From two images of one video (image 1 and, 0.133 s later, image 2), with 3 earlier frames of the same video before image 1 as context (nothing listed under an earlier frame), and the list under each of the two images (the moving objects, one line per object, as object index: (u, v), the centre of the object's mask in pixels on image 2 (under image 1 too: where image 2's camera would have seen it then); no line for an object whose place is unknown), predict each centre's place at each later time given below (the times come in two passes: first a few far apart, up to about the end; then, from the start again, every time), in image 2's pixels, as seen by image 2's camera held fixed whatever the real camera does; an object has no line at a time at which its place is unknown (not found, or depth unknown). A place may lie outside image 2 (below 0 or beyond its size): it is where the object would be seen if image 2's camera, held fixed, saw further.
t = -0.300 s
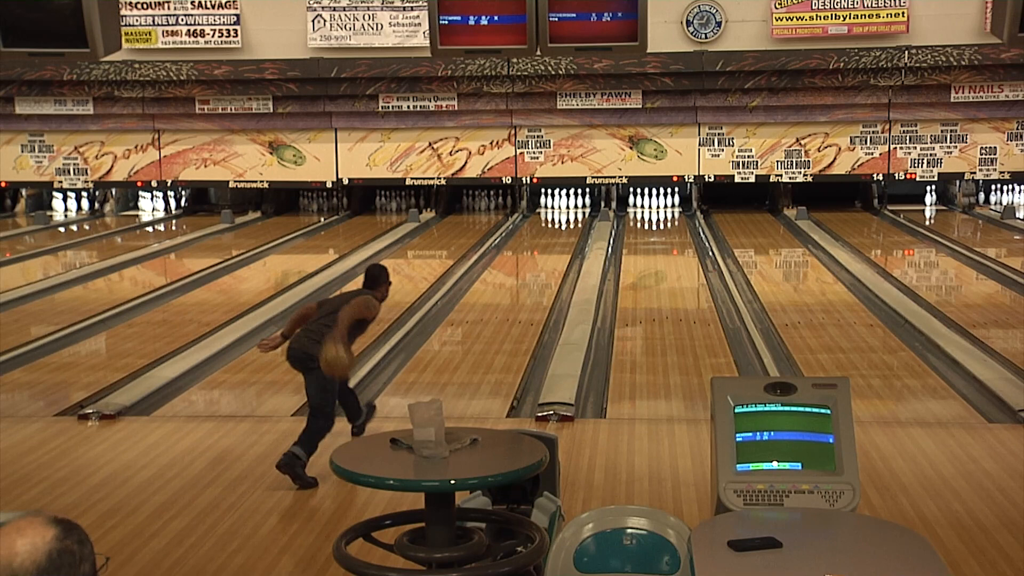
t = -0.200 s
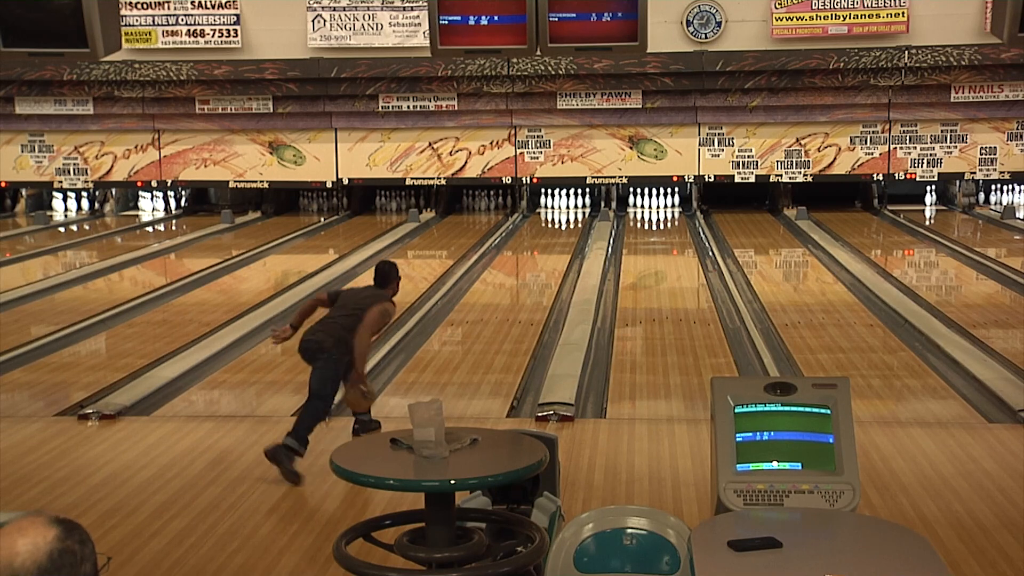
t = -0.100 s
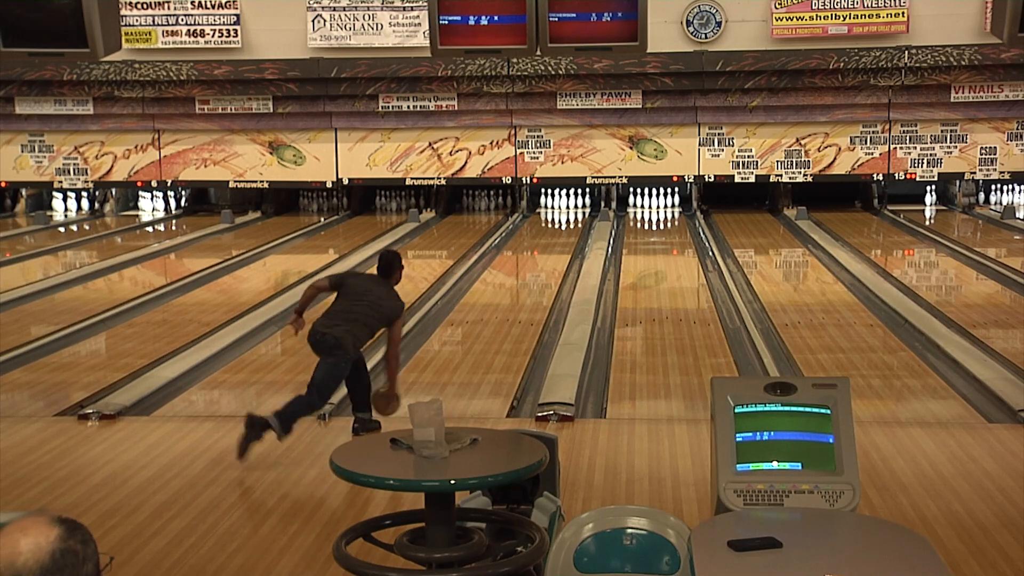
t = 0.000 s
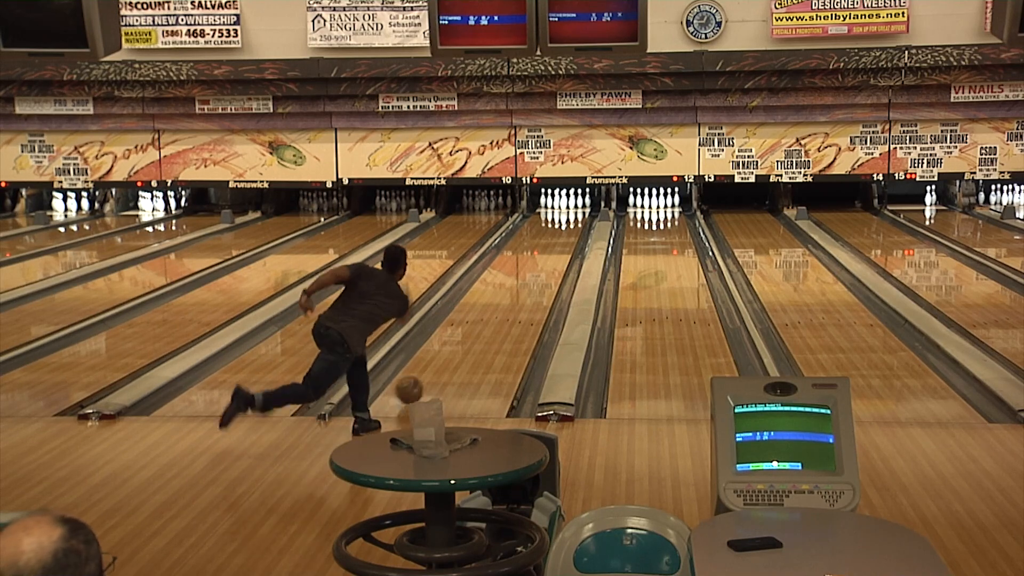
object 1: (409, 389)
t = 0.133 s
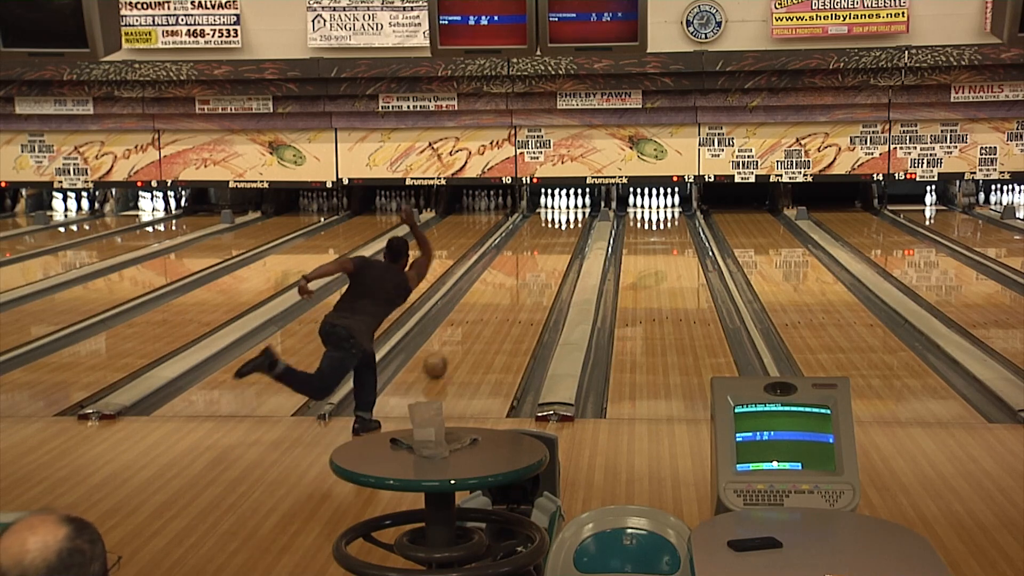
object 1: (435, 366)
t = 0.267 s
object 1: (456, 344)
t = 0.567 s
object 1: (493, 306)
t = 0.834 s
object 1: (517, 280)
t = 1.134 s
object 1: (537, 258)
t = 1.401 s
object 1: (550, 242)
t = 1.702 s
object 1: (559, 228)
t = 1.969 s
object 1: (561, 218)
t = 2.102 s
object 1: (559, 213)
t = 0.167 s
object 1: (441, 360)
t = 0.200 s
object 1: (446, 354)
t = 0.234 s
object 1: (451, 349)
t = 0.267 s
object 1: (456, 344)
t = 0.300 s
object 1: (461, 340)
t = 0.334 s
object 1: (465, 336)
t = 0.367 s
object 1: (470, 331)
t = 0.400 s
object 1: (474, 326)
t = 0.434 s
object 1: (478, 322)
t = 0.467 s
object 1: (482, 318)
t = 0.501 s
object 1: (486, 313)
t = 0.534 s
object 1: (490, 309)
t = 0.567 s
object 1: (493, 306)
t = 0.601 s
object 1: (497, 302)
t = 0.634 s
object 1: (500, 299)
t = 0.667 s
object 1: (503, 295)
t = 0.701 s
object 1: (506, 292)
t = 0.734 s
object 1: (509, 289)
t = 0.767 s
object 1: (512, 286)
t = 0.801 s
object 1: (515, 283)
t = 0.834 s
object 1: (517, 280)
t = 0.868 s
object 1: (519, 277)
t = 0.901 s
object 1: (522, 274)
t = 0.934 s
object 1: (525, 271)
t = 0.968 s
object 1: (527, 269)
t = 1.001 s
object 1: (529, 266)
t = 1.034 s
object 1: (531, 264)
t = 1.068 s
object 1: (533, 262)
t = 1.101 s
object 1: (535, 260)
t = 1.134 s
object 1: (537, 258)
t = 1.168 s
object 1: (538, 255)
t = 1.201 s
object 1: (540, 253)
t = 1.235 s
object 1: (542, 252)
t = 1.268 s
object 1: (544, 249)
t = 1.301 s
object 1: (545, 247)
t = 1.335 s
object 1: (547, 245)
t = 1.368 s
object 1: (548, 243)
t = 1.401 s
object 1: (550, 242)
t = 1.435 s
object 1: (551, 240)
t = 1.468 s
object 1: (553, 237)
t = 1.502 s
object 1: (555, 236)
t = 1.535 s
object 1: (556, 235)
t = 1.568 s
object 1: (556, 233)
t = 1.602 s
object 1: (557, 232)
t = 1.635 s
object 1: (558, 231)
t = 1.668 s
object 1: (559, 229)
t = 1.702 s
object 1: (559, 228)
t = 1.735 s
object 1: (560, 227)
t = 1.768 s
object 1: (561, 225)
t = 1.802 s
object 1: (561, 224)
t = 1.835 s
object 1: (561, 222)
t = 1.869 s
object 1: (561, 221)
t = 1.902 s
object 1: (562, 220)
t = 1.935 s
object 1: (562, 219)
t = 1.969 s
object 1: (561, 218)
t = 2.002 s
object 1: (560, 216)
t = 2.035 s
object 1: (560, 215)
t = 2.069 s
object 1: (560, 214)
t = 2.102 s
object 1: (559, 213)
